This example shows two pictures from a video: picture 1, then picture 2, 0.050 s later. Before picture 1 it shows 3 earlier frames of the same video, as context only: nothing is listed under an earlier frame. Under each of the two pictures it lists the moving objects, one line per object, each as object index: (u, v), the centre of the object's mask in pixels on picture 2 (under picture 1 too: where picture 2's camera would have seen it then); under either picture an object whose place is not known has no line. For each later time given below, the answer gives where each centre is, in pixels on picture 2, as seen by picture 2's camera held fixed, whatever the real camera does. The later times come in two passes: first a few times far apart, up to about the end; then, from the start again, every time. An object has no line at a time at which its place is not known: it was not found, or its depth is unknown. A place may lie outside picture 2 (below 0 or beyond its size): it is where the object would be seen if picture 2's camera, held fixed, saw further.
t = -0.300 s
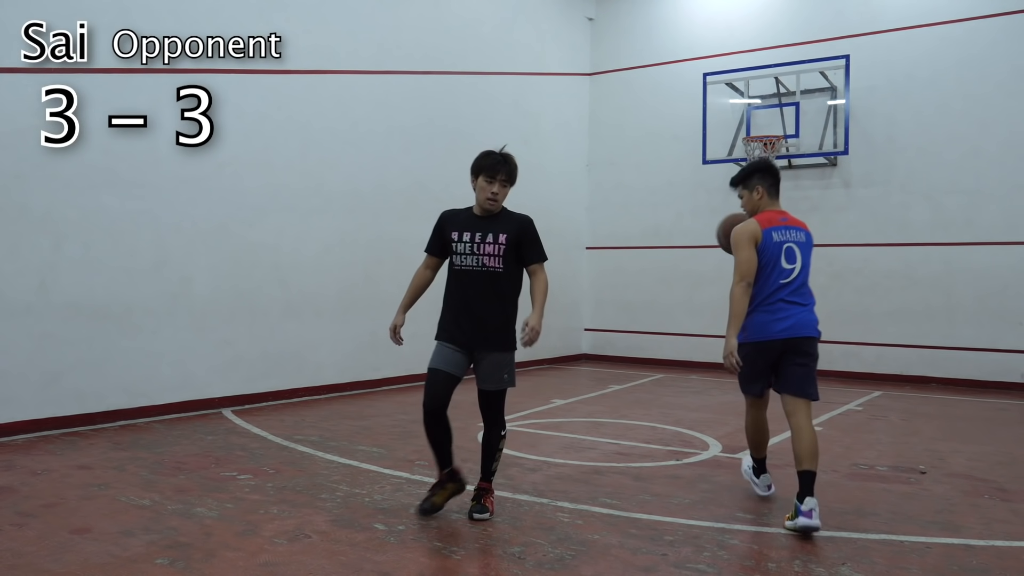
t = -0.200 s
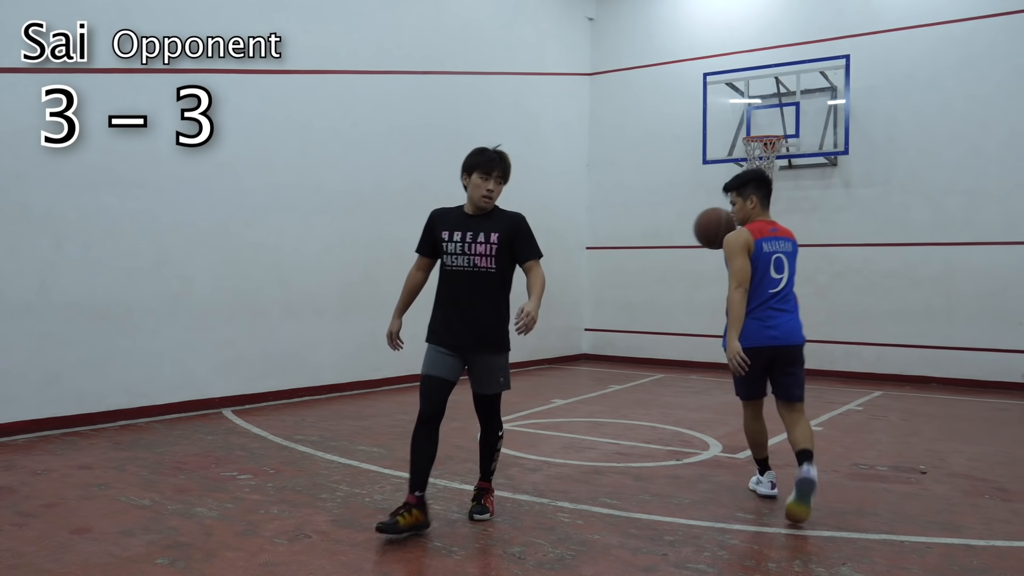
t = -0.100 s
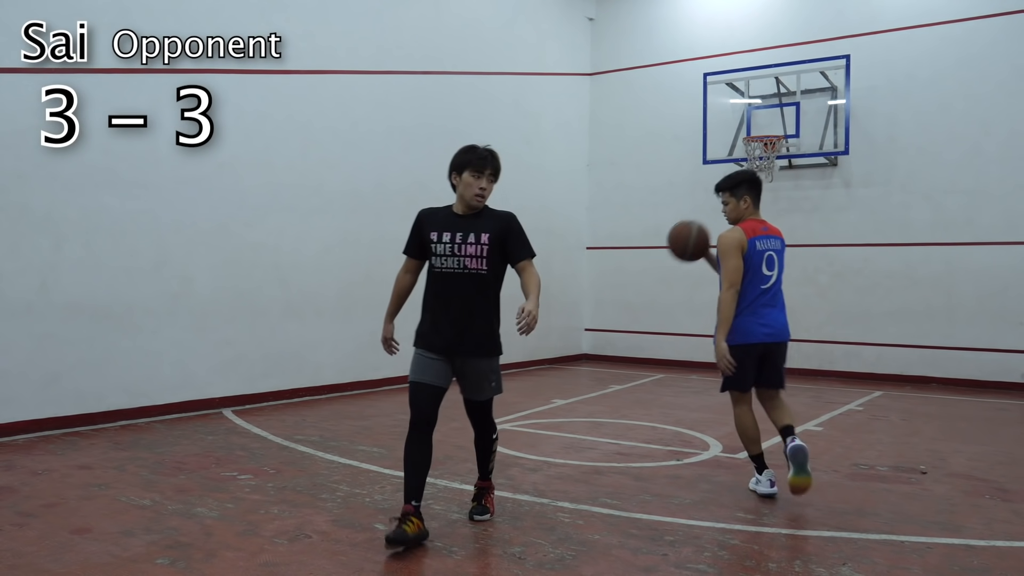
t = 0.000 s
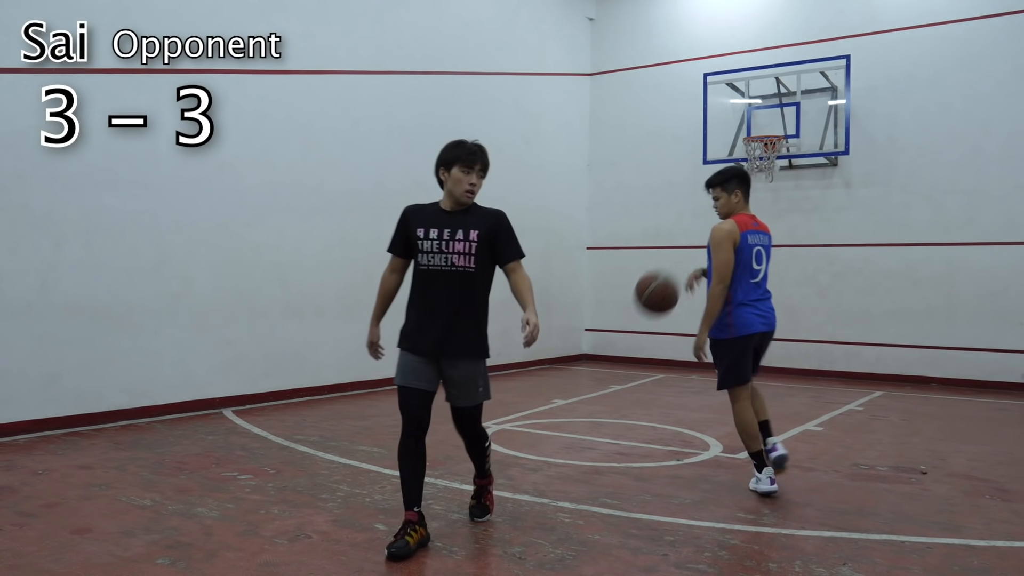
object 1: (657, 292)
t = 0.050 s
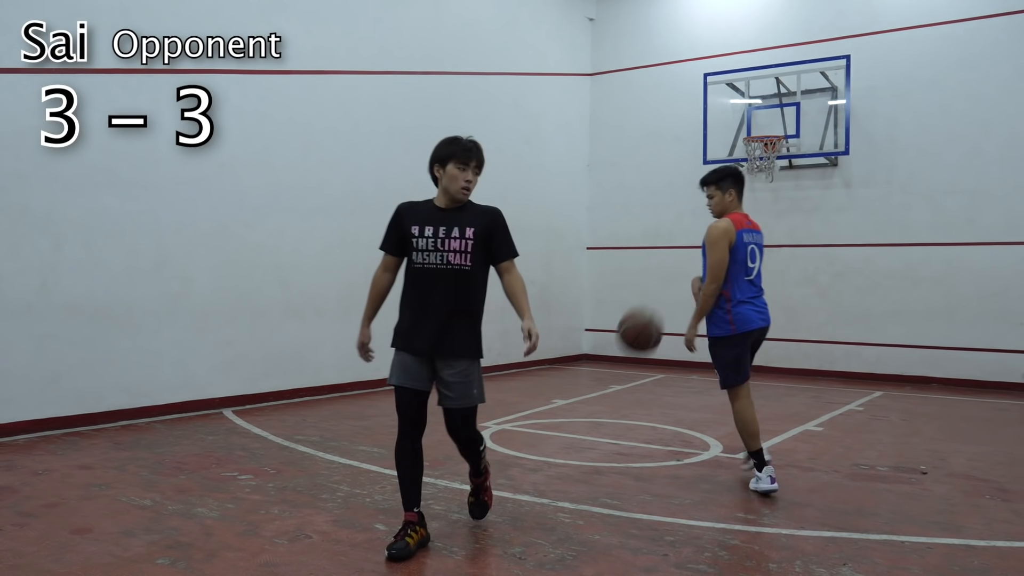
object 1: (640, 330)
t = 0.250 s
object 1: (575, 459)
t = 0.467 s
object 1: (547, 320)
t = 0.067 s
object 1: (634, 345)
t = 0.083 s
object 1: (628, 359)
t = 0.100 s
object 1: (622, 377)
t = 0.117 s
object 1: (615, 394)
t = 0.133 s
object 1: (610, 412)
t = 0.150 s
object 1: (603, 429)
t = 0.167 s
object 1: (596, 448)
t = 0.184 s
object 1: (589, 468)
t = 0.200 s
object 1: (583, 488)
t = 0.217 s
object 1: (578, 487)
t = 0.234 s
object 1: (577, 472)
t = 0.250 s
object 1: (575, 459)
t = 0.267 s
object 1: (573, 445)
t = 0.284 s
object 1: (570, 431)
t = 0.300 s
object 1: (569, 420)
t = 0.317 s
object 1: (566, 408)
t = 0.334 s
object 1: (564, 396)
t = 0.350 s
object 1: (562, 383)
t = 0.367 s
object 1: (561, 374)
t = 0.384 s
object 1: (558, 363)
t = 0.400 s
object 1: (556, 353)
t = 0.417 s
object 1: (554, 344)
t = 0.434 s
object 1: (551, 336)
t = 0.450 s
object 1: (549, 327)
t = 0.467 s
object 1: (547, 320)
